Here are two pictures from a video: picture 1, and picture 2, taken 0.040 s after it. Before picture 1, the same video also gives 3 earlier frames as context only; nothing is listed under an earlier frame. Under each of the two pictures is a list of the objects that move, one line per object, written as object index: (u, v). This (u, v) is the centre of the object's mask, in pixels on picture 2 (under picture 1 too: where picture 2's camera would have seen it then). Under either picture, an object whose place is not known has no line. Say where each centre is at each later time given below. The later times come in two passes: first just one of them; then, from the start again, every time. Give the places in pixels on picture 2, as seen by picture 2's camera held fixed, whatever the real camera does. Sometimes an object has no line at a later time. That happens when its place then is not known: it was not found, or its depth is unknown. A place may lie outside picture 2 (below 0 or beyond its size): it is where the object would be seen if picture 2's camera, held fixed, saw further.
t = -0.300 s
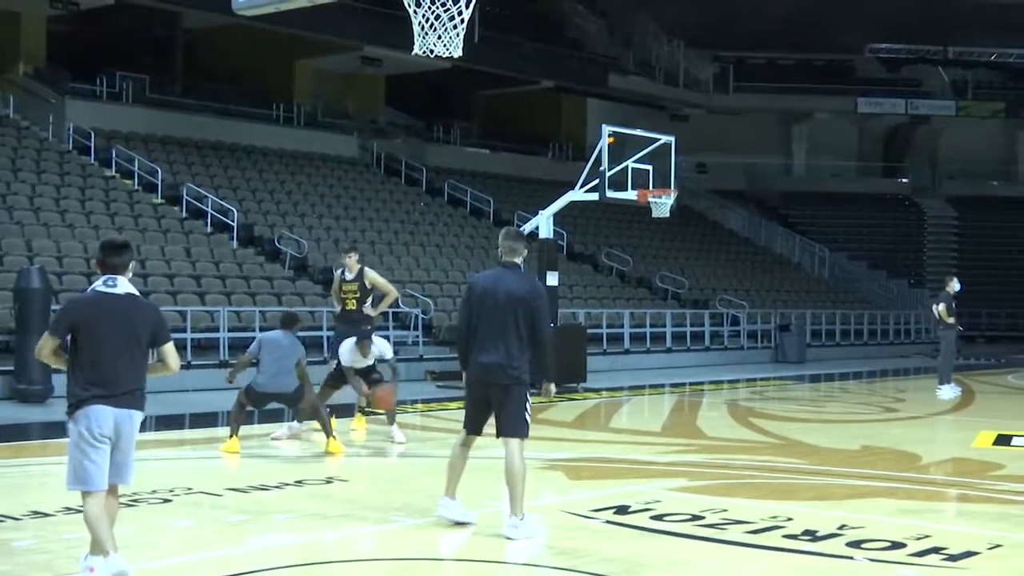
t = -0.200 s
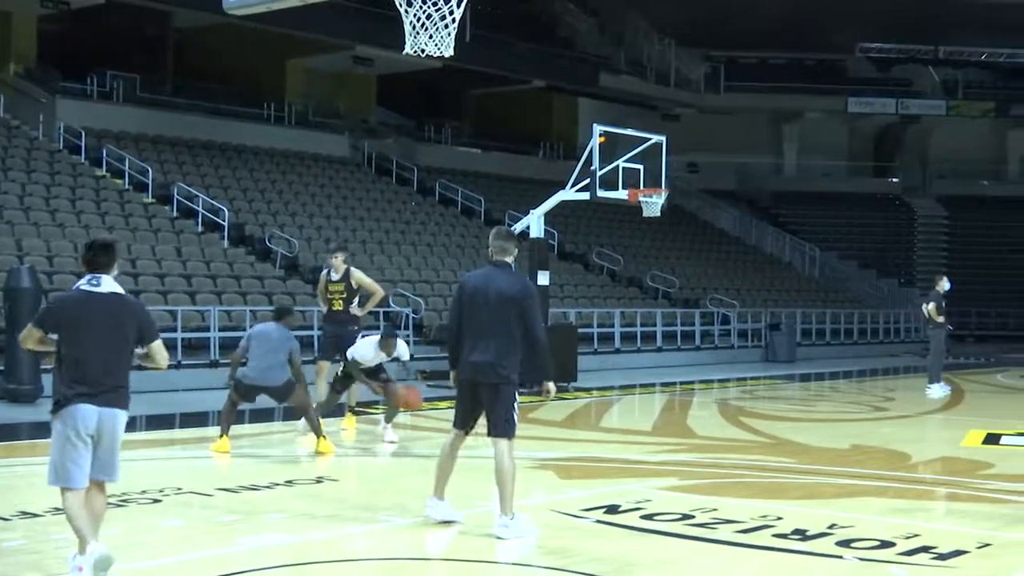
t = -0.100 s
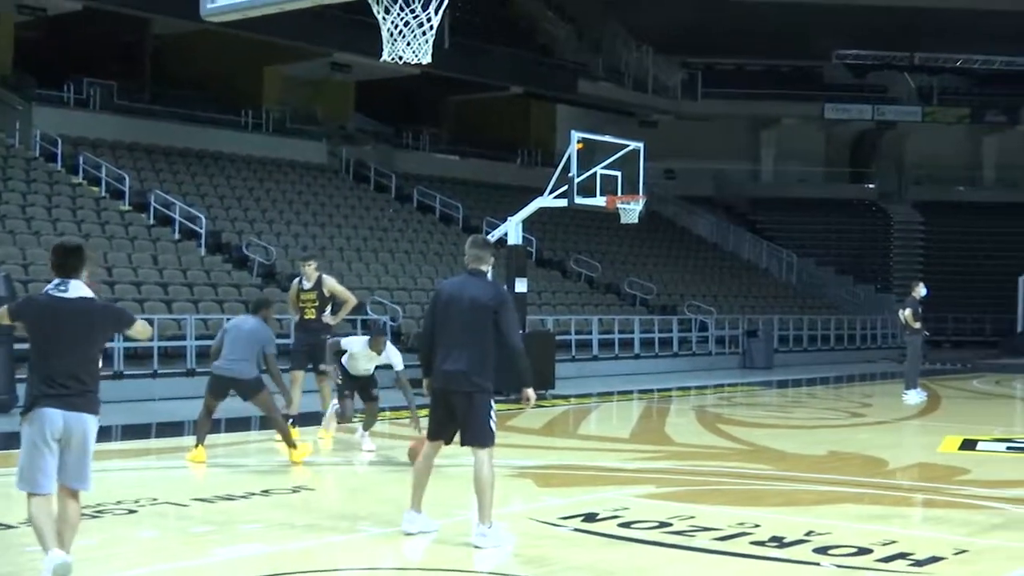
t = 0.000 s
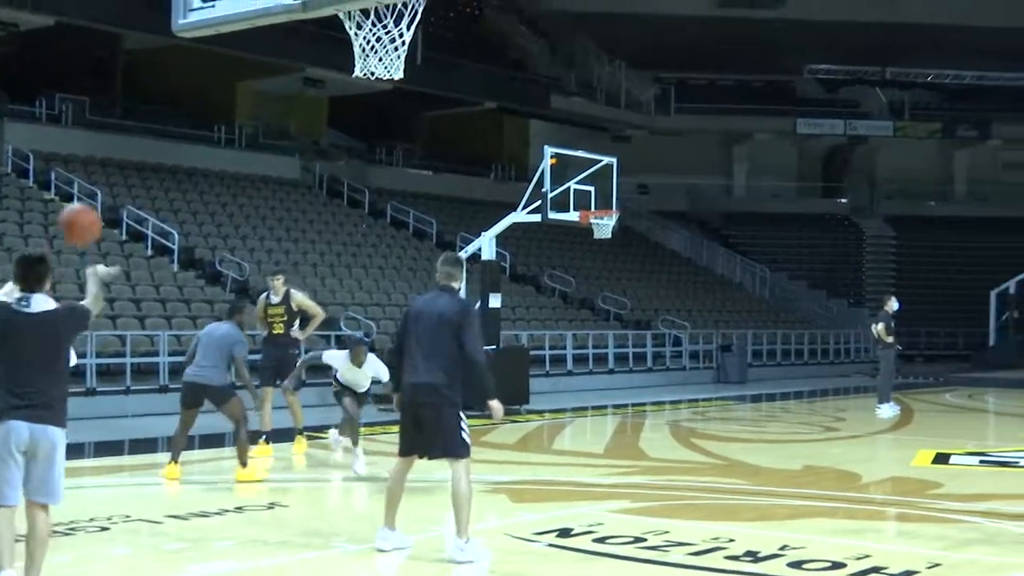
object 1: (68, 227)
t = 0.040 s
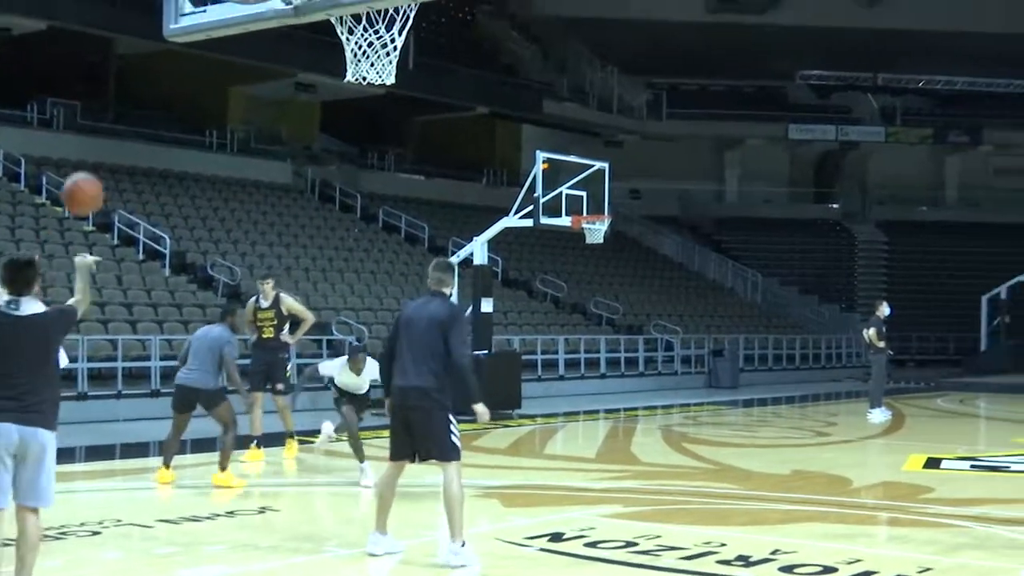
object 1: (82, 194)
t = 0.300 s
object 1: (147, 66)
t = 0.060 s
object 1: (88, 179)
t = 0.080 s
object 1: (93, 164)
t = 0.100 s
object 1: (99, 152)
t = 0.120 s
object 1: (105, 139)
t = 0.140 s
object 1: (110, 129)
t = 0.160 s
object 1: (115, 118)
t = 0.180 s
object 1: (120, 108)
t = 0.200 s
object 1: (125, 99)
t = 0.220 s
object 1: (129, 90)
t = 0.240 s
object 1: (134, 83)
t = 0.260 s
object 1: (138, 77)
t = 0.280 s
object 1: (143, 71)
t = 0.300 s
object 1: (147, 66)
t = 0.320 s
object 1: (151, 61)
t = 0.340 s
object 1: (155, 57)
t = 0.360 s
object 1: (159, 55)
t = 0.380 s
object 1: (162, 52)
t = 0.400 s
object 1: (165, 50)
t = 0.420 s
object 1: (168, 49)
